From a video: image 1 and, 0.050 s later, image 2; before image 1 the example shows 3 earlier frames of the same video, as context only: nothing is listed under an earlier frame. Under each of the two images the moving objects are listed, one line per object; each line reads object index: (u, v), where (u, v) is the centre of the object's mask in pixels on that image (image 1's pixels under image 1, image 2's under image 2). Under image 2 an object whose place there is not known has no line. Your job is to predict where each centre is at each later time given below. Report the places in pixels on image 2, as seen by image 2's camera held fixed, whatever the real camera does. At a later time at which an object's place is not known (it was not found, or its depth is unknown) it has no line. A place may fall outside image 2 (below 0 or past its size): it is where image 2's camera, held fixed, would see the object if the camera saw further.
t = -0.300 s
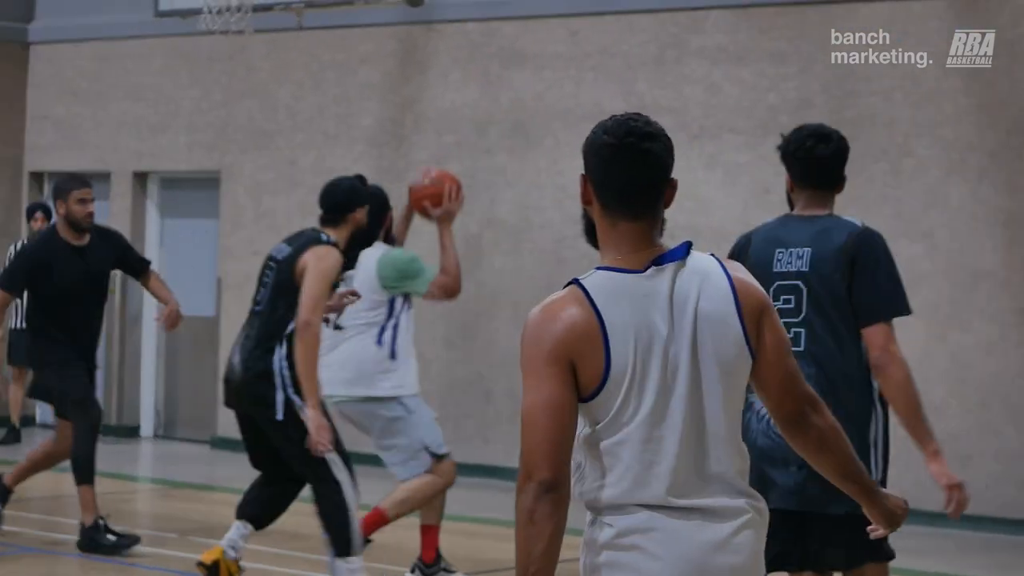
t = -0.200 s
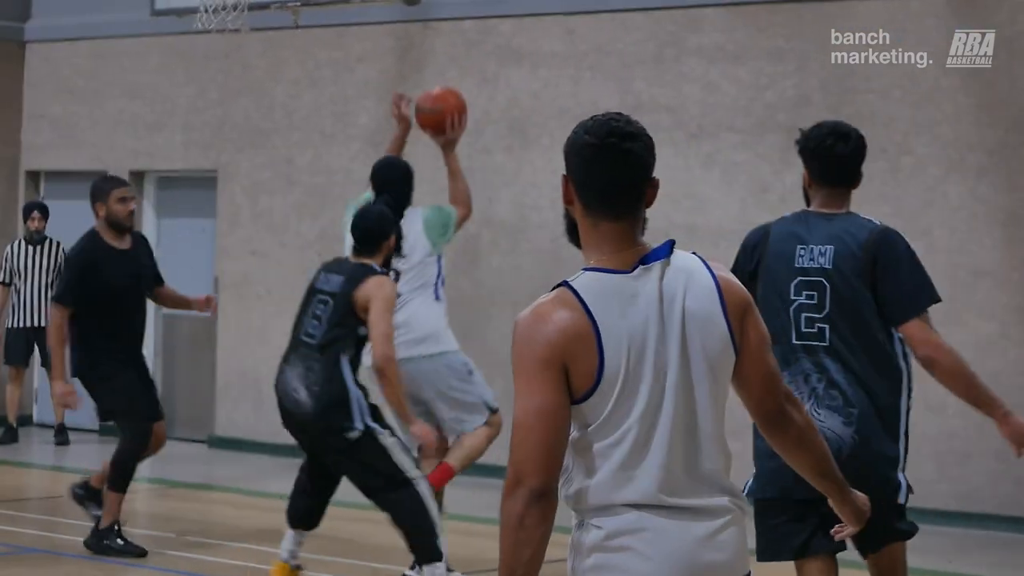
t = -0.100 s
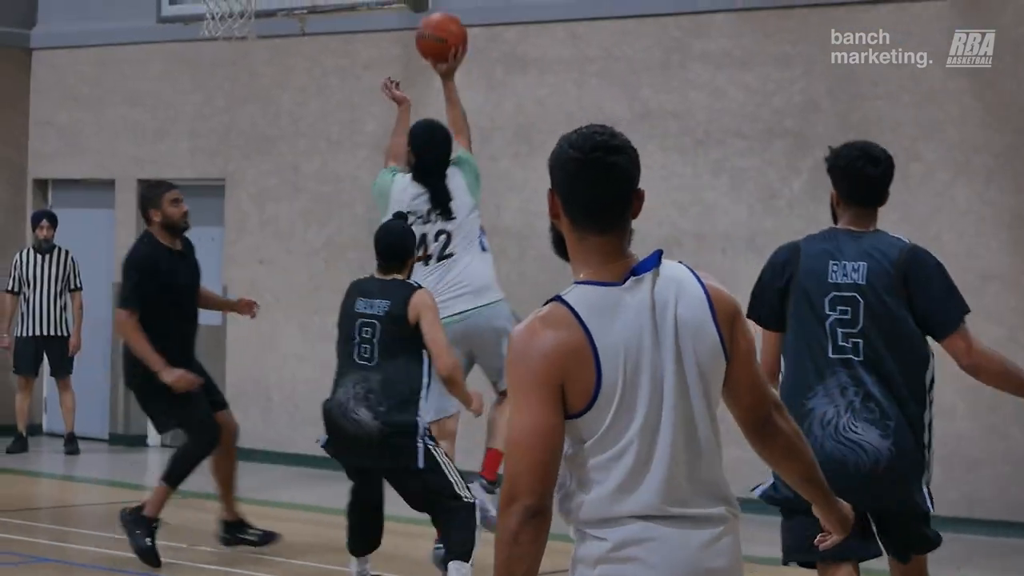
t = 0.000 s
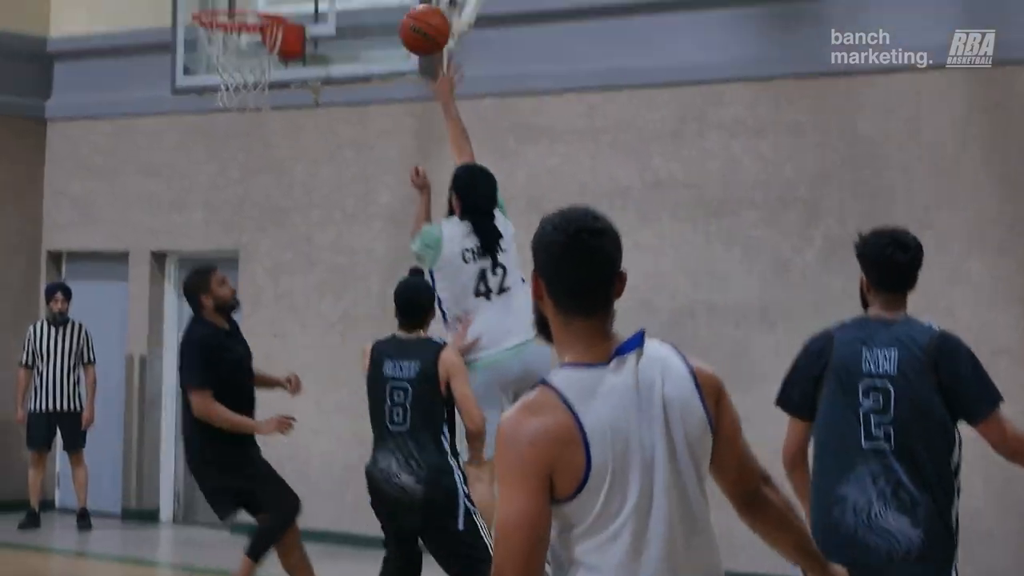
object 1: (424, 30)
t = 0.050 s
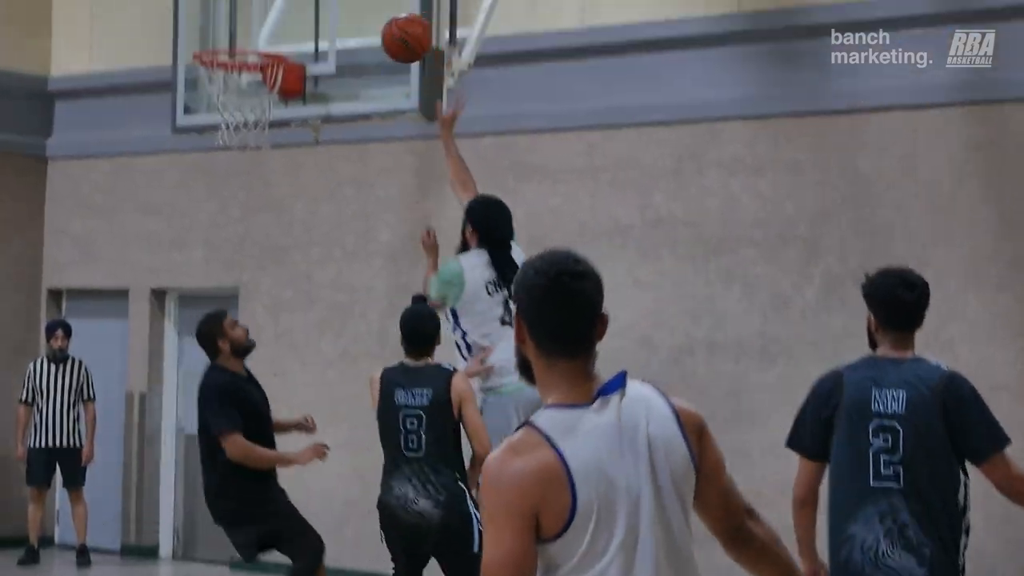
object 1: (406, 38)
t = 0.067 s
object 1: (400, 27)
